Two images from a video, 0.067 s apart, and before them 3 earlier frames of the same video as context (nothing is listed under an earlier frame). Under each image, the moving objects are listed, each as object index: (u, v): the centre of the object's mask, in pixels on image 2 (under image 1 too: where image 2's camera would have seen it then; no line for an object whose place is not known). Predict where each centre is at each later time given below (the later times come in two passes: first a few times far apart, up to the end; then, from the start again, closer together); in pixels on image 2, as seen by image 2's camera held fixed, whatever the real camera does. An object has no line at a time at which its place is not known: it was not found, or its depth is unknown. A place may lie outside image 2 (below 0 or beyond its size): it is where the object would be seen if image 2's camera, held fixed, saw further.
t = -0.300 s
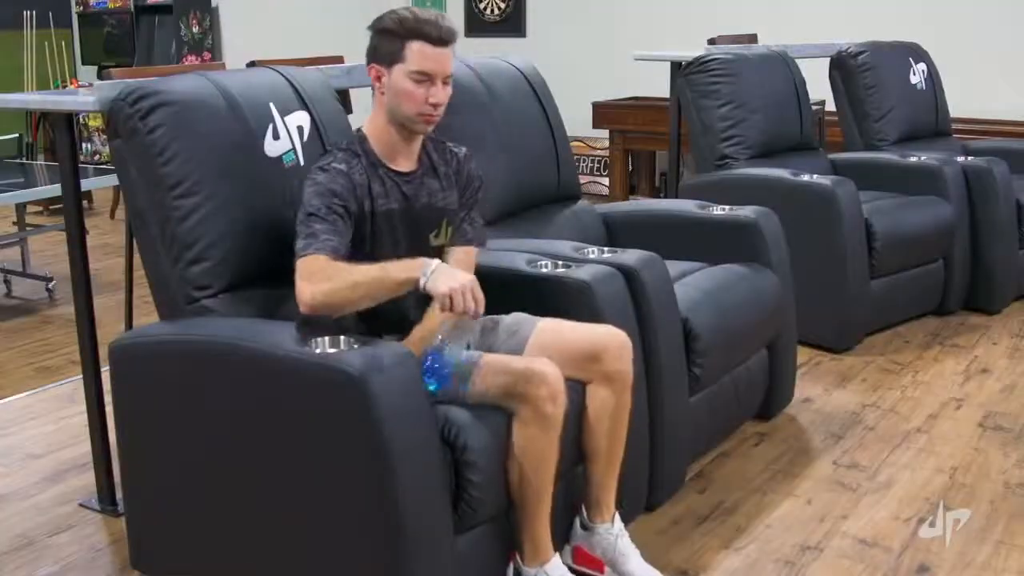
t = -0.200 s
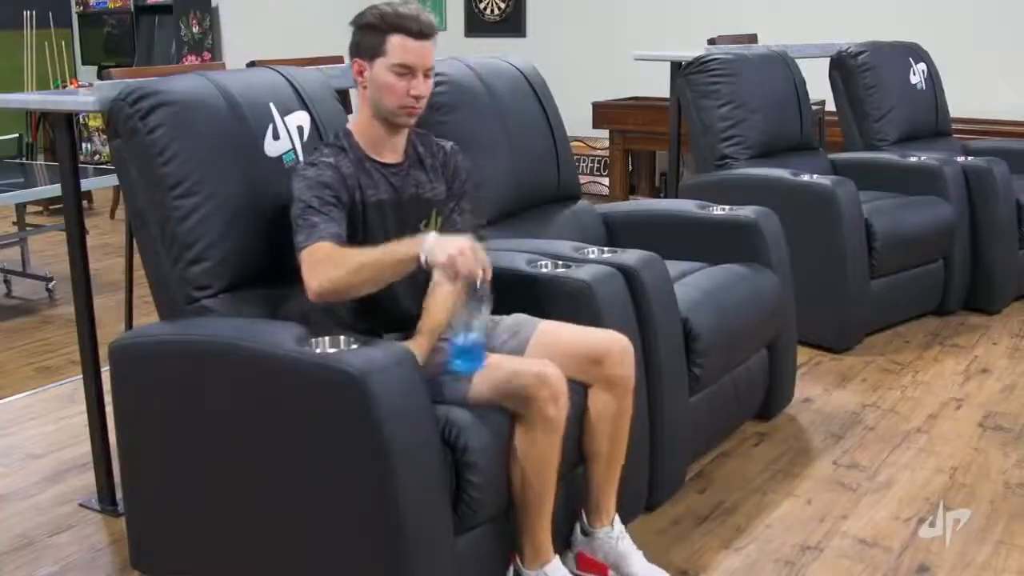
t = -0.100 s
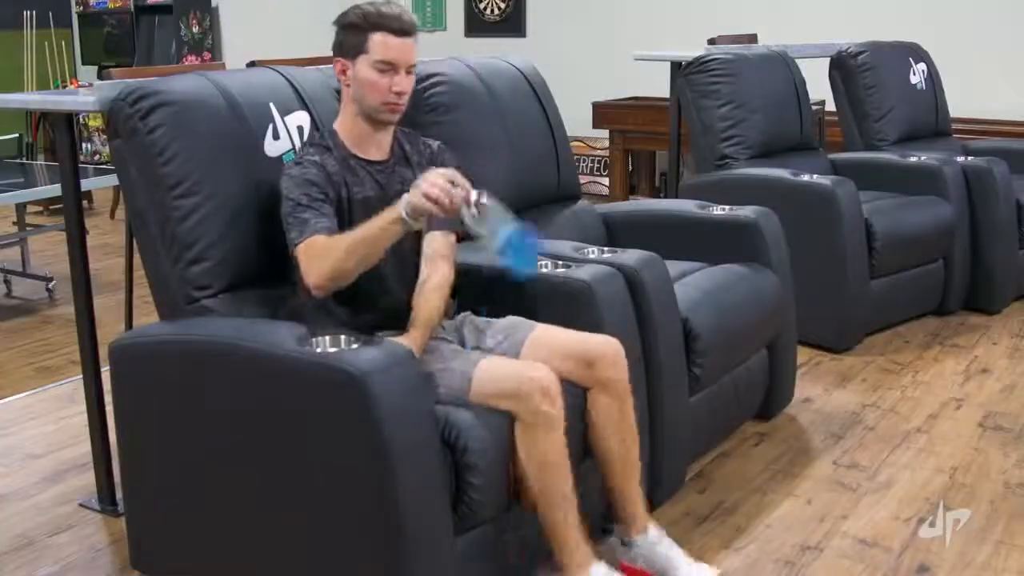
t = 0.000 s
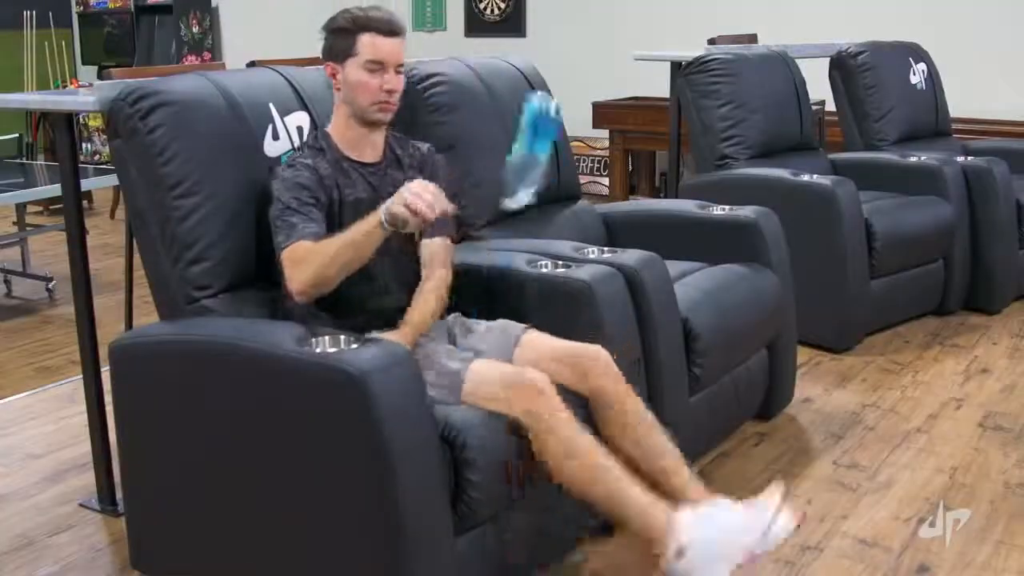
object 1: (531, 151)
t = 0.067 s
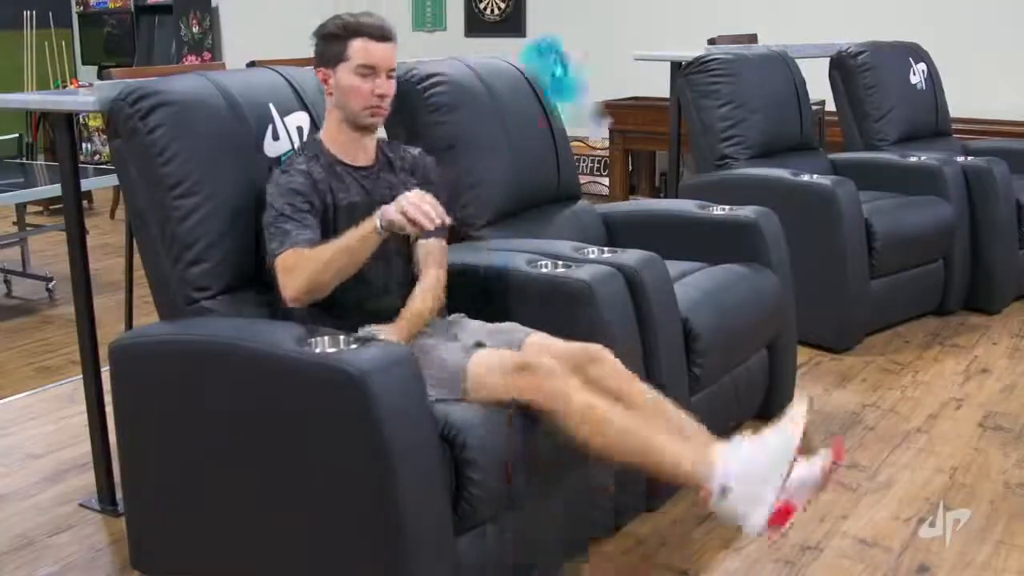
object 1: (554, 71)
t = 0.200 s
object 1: (594, 23)
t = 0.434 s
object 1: (637, 201)
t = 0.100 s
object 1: (565, 52)
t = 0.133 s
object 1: (573, 36)
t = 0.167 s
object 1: (585, 26)
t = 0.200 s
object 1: (594, 23)
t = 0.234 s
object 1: (599, 29)
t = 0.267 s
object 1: (605, 41)
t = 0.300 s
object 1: (611, 60)
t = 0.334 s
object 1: (616, 85)
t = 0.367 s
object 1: (625, 118)
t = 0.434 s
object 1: (637, 201)
